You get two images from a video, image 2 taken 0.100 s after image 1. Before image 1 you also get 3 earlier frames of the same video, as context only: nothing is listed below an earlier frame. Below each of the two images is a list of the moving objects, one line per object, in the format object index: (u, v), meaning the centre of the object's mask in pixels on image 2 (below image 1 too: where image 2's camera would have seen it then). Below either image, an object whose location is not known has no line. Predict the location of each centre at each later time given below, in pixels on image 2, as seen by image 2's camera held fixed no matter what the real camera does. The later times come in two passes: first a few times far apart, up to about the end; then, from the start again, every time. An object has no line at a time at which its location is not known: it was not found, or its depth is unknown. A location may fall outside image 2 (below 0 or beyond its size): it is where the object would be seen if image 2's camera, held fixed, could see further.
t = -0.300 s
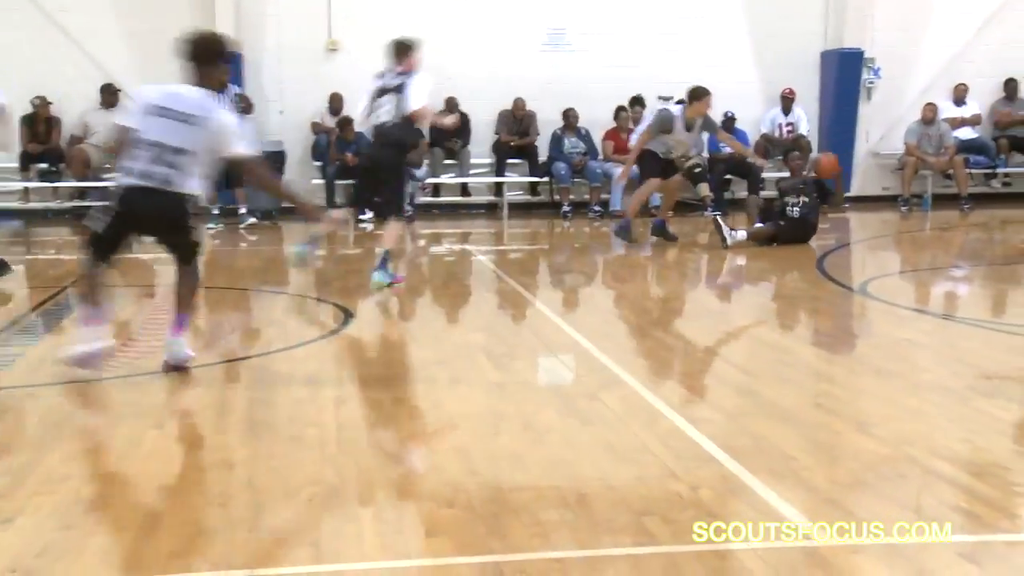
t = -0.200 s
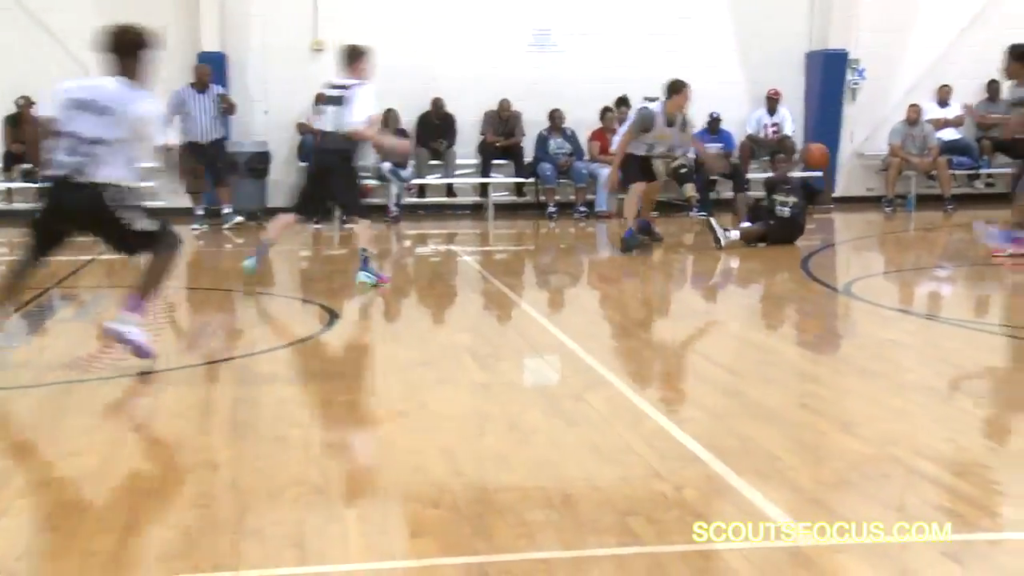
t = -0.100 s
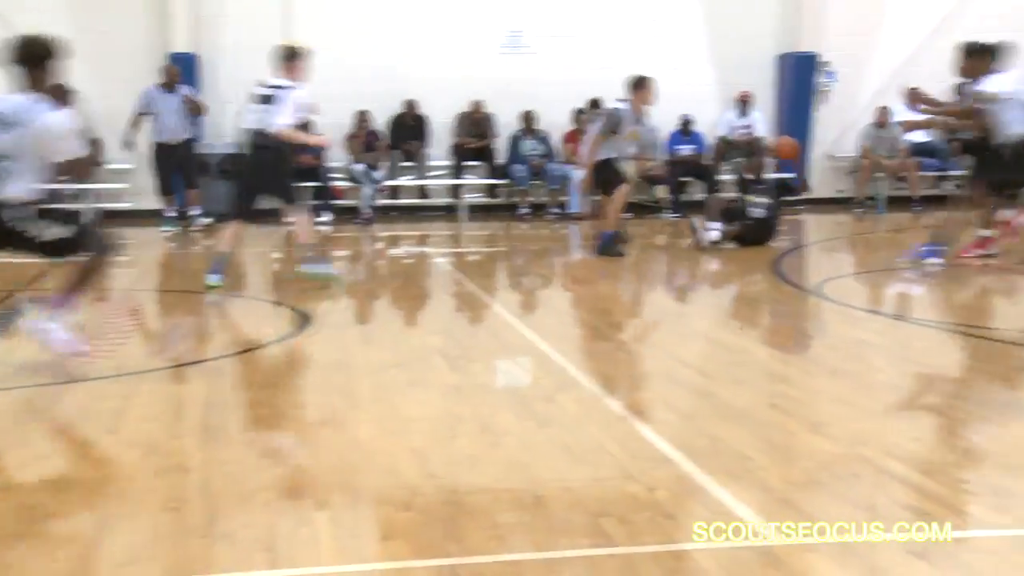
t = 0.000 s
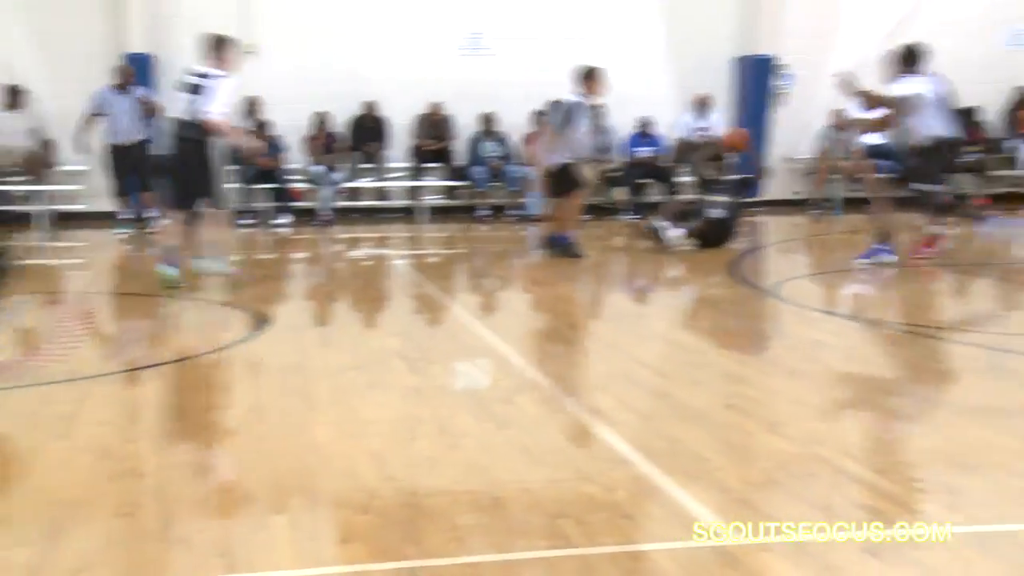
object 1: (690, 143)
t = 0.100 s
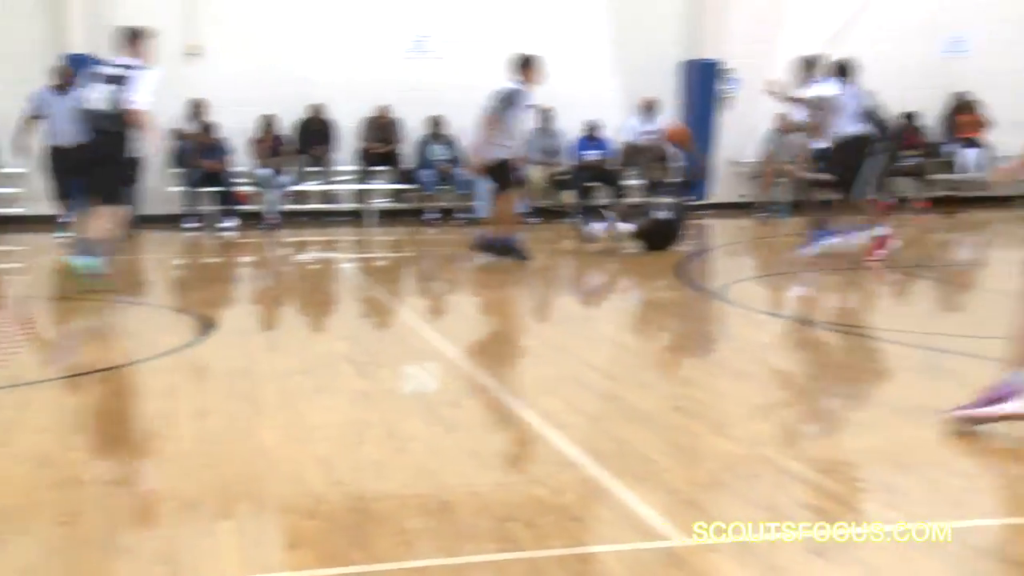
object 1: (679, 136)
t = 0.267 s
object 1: (683, 65)
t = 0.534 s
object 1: (706, 3)
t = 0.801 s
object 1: (738, 30)
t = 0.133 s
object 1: (678, 121)
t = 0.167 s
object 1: (679, 106)
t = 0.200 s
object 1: (681, 90)
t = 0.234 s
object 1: (681, 76)
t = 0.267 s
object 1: (683, 65)
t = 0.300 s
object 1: (686, 53)
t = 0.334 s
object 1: (688, 42)
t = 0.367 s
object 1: (691, 33)
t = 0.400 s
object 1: (694, 24)
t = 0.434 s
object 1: (697, 17)
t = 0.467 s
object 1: (700, 10)
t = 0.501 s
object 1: (702, 5)
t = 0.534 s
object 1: (706, 3)
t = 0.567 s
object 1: (709, 1)
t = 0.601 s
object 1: (713, 0)
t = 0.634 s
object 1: (716, 0)
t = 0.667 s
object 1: (720, 1)
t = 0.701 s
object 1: (724, 5)
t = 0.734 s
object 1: (729, 11)
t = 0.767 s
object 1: (733, 19)
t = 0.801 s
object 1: (738, 30)
